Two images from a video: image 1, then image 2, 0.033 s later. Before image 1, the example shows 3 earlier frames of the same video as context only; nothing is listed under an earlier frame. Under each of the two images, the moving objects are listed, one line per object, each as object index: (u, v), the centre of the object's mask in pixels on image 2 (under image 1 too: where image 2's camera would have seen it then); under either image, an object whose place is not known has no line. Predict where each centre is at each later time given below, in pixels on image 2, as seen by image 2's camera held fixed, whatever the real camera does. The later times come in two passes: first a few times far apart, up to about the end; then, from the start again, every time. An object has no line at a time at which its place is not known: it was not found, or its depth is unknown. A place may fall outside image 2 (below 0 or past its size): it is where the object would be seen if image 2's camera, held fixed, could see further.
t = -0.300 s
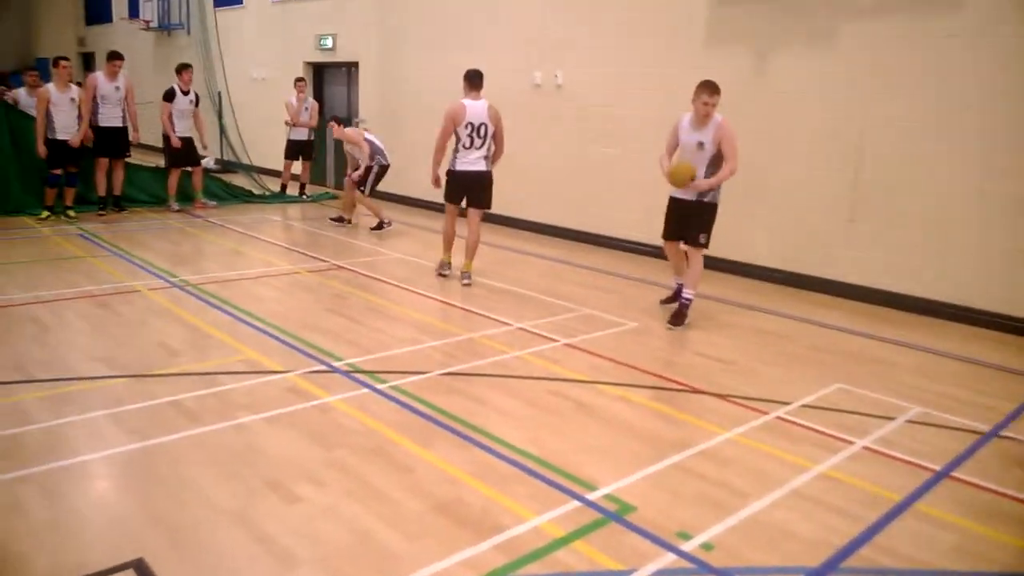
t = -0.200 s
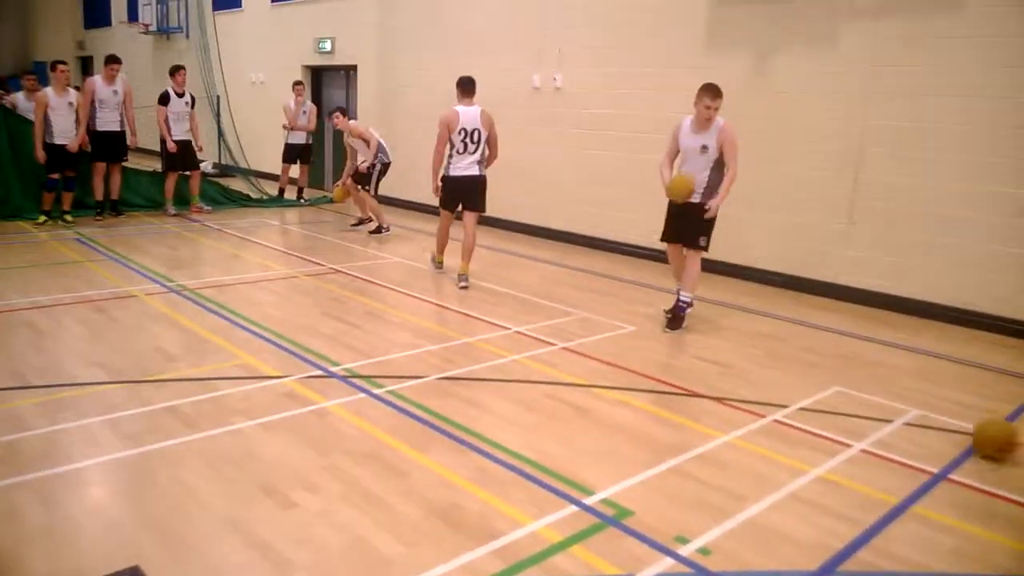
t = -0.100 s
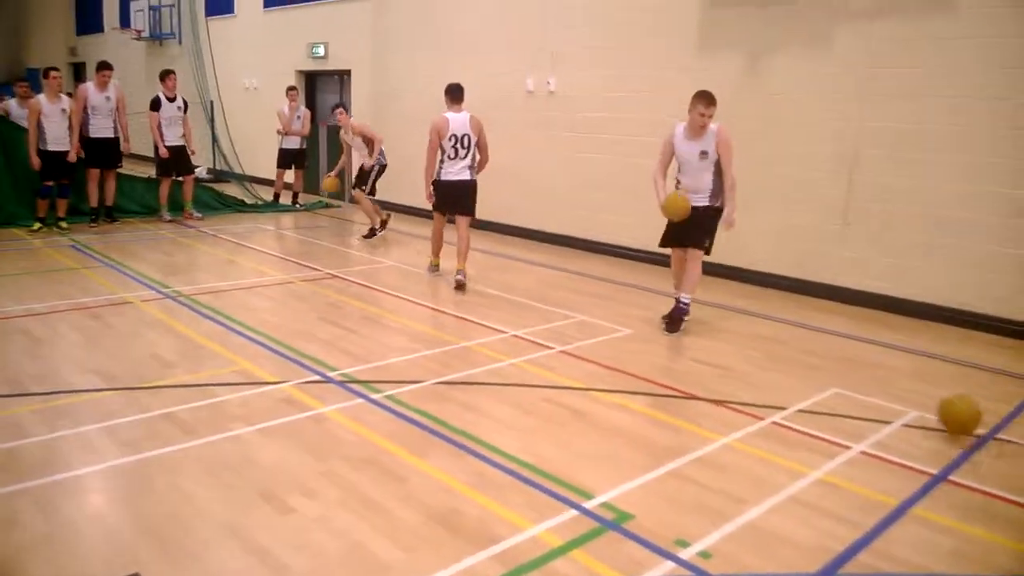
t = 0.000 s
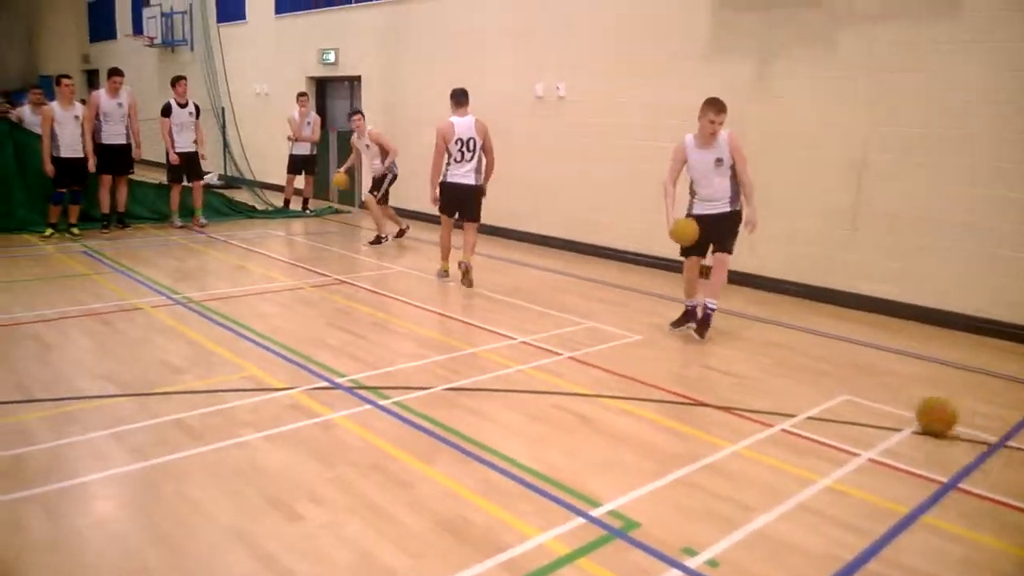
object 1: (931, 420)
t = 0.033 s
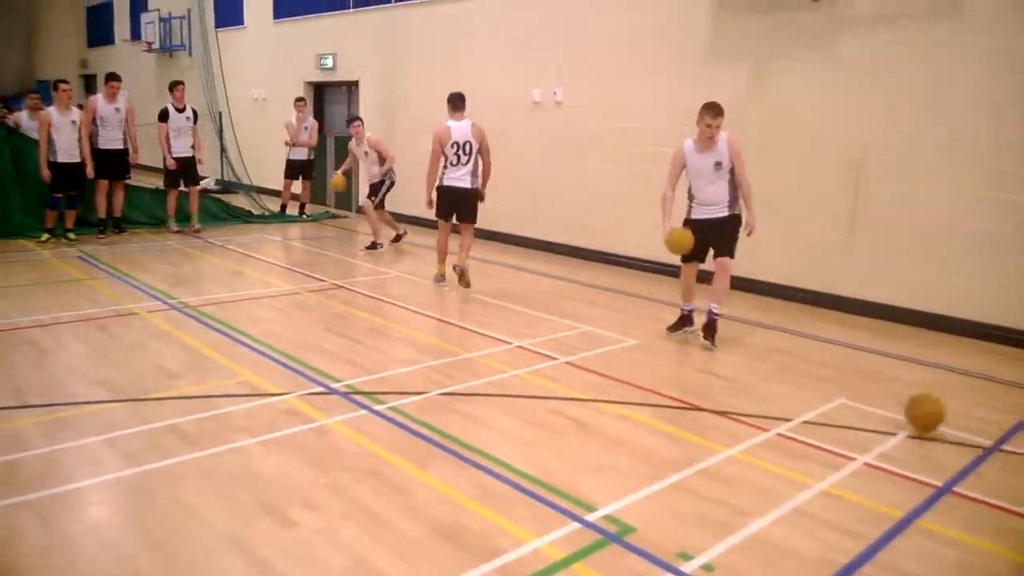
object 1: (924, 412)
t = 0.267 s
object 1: (879, 385)
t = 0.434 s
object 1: (851, 369)
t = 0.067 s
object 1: (918, 403)
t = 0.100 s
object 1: (912, 399)
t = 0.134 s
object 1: (904, 395)
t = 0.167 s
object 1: (897, 394)
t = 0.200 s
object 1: (891, 394)
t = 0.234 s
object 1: (885, 390)
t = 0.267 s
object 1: (879, 385)
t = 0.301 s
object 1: (873, 382)
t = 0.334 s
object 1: (867, 381)
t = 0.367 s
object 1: (861, 377)
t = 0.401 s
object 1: (856, 373)
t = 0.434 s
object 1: (851, 369)
